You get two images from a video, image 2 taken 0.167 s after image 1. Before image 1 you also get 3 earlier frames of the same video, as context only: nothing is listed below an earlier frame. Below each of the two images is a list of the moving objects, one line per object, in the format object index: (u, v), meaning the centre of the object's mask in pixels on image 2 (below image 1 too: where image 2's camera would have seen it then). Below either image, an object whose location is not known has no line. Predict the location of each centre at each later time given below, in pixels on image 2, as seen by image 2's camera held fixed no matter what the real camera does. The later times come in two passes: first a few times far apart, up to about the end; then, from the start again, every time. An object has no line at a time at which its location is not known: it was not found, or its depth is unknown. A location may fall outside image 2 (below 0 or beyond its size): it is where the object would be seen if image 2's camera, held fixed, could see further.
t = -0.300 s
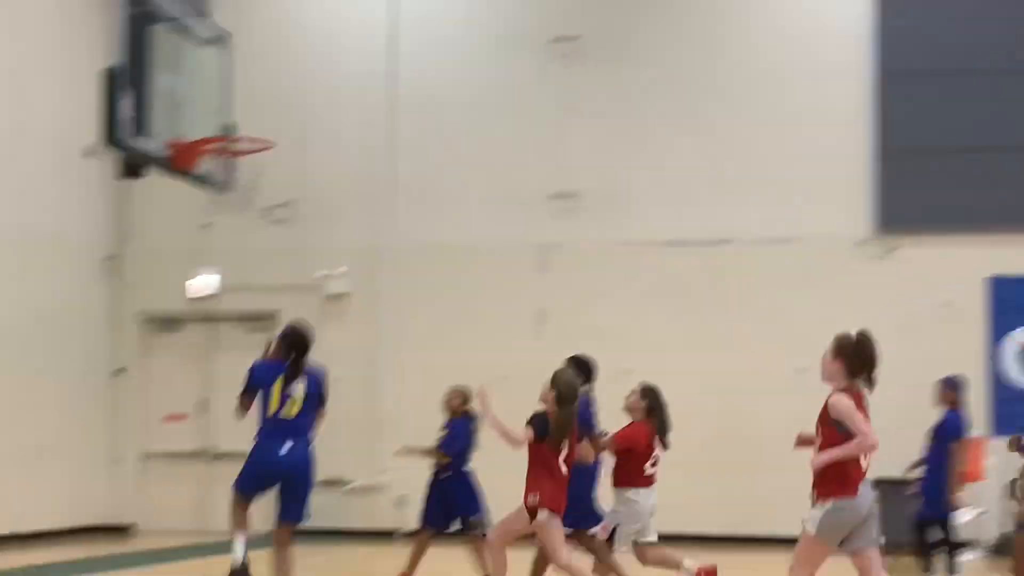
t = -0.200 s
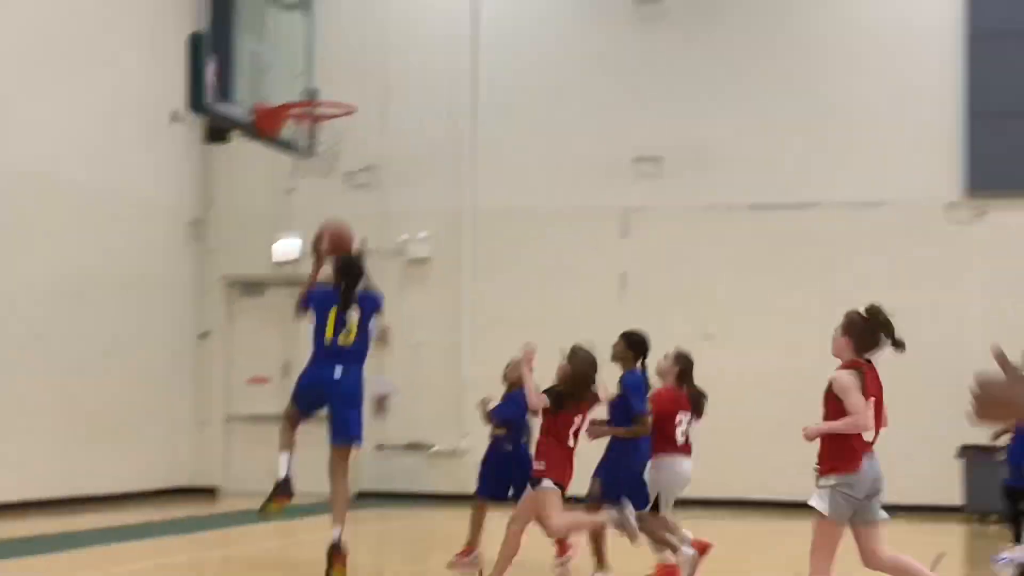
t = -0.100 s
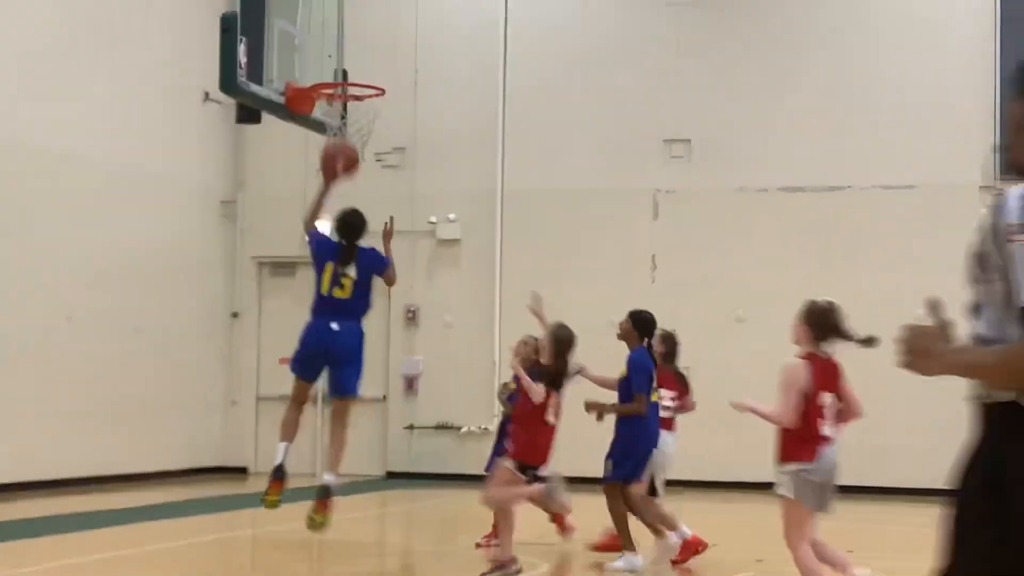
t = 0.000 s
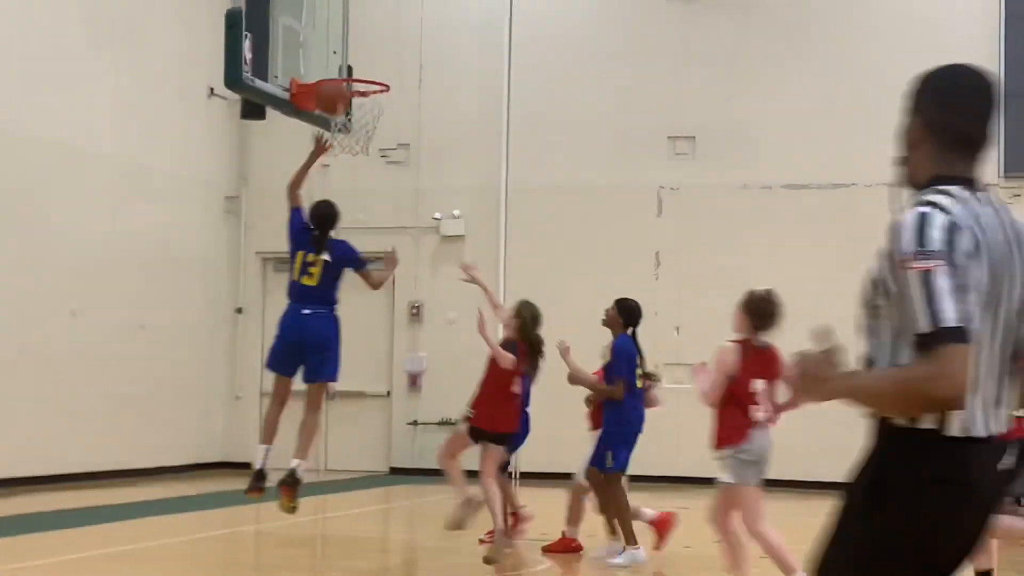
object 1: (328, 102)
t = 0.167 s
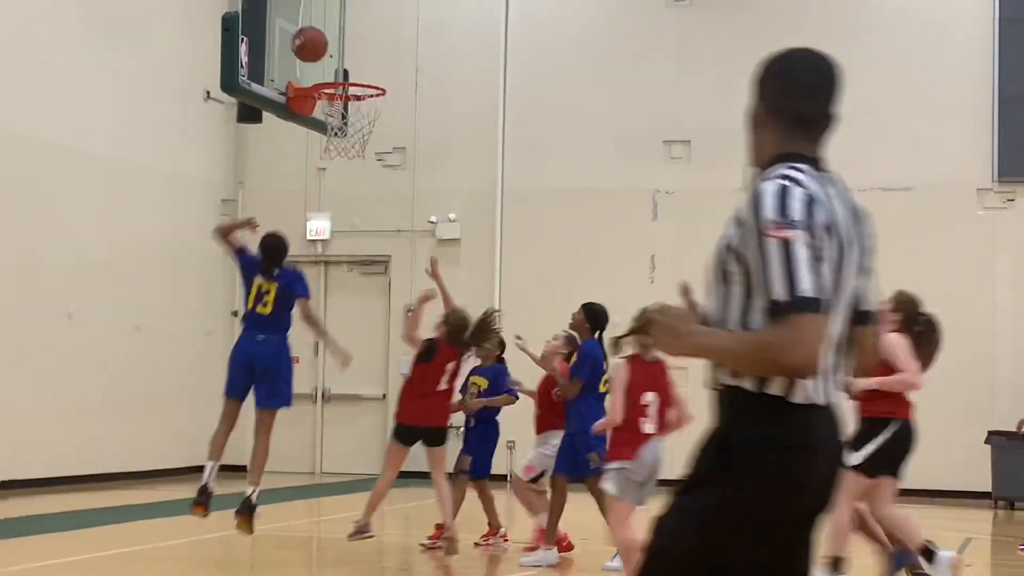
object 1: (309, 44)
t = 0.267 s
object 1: (298, 32)
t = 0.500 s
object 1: (350, 59)
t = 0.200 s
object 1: (306, 38)
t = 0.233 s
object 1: (302, 34)
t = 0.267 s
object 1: (298, 32)
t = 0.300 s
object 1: (303, 31)
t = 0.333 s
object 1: (312, 32)
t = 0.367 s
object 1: (319, 34)
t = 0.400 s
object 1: (327, 38)
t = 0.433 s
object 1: (335, 44)
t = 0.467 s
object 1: (342, 51)
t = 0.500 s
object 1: (350, 59)
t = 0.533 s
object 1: (358, 69)
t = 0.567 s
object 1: (366, 79)
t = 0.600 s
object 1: (362, 81)
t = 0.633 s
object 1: (357, 83)
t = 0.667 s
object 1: (354, 85)
